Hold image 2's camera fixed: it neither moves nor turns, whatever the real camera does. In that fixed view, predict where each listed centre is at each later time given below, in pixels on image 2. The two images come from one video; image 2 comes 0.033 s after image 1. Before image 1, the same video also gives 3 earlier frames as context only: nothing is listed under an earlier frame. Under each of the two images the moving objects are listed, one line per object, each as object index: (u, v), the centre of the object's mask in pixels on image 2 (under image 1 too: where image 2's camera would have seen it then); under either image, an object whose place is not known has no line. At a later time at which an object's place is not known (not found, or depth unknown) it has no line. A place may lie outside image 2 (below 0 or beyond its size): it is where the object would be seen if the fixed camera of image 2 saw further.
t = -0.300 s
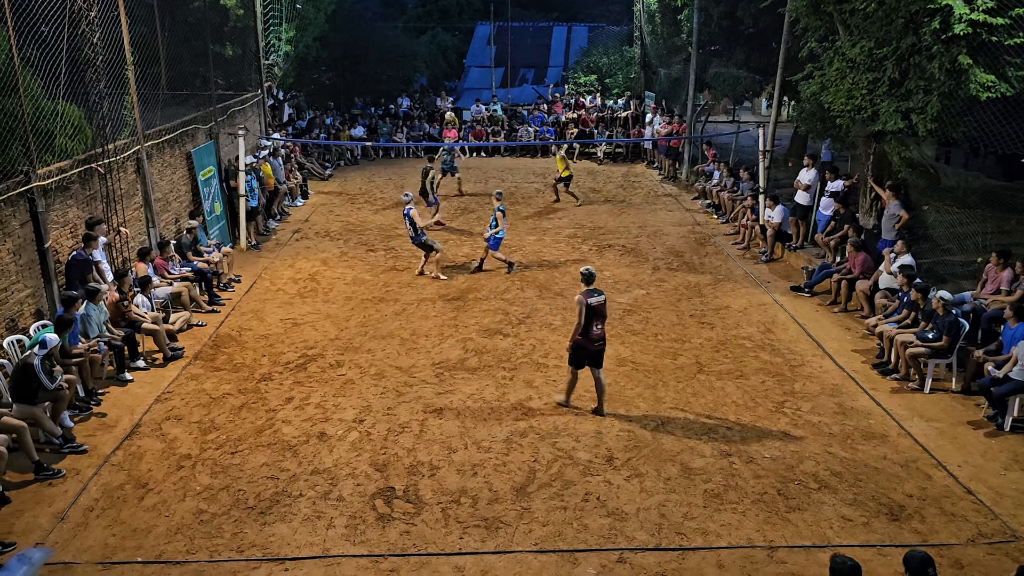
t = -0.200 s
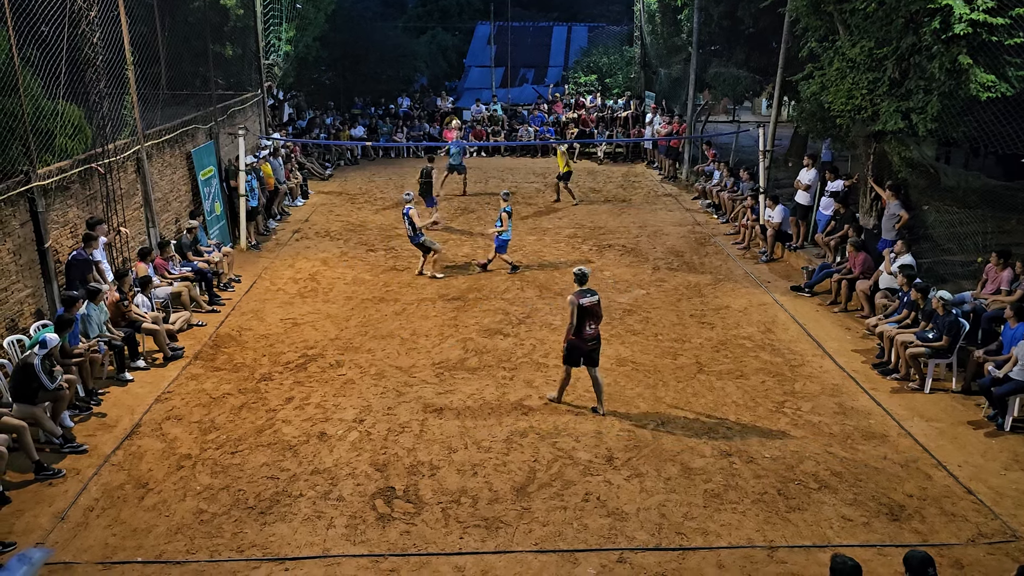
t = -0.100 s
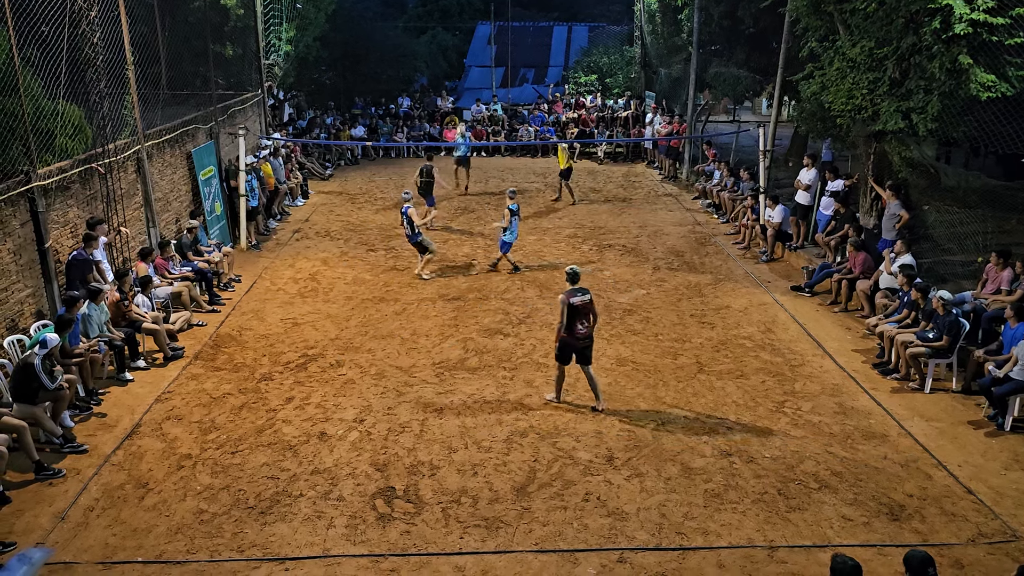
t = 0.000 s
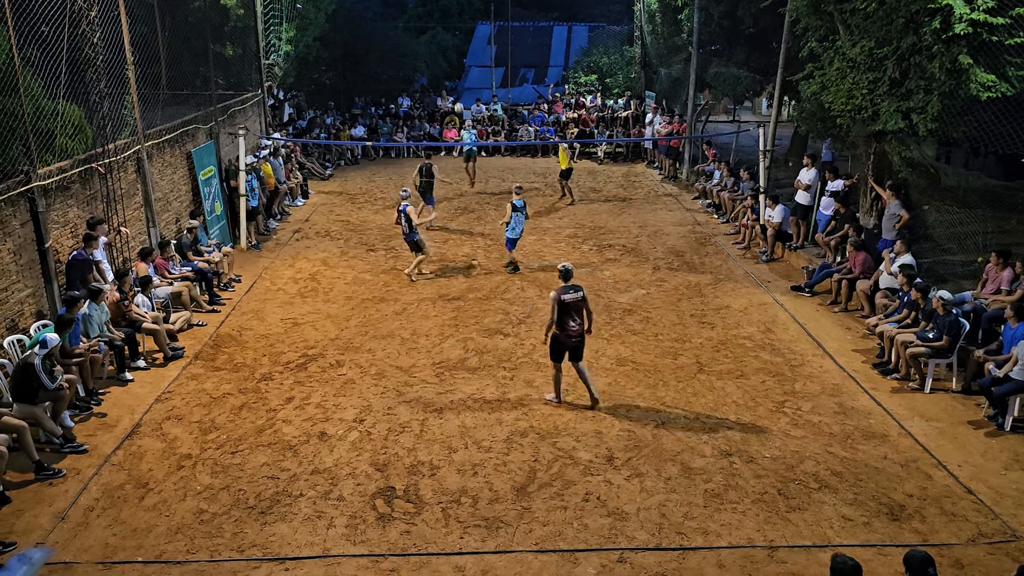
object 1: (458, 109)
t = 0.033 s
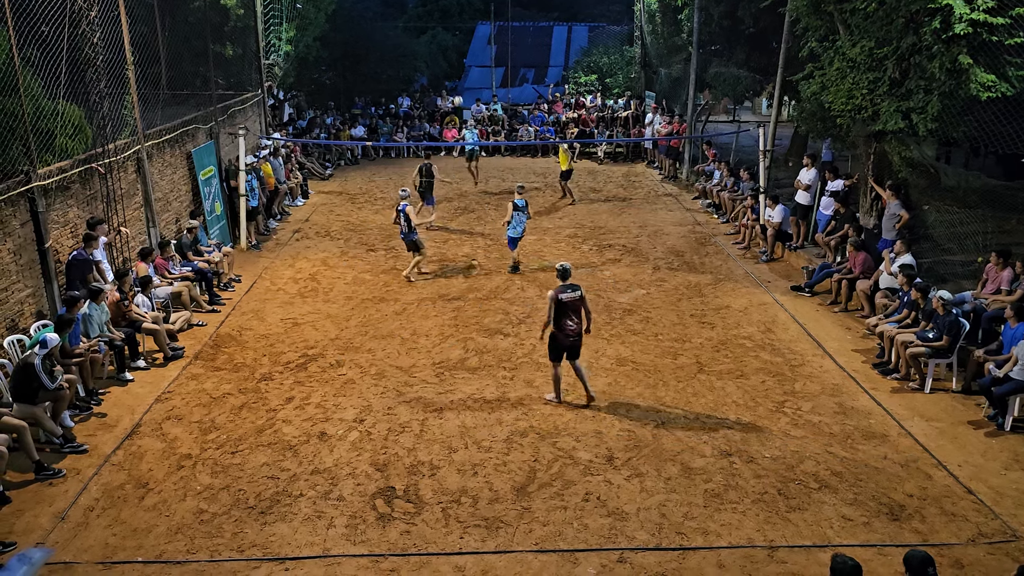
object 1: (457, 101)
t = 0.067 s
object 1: (457, 94)
